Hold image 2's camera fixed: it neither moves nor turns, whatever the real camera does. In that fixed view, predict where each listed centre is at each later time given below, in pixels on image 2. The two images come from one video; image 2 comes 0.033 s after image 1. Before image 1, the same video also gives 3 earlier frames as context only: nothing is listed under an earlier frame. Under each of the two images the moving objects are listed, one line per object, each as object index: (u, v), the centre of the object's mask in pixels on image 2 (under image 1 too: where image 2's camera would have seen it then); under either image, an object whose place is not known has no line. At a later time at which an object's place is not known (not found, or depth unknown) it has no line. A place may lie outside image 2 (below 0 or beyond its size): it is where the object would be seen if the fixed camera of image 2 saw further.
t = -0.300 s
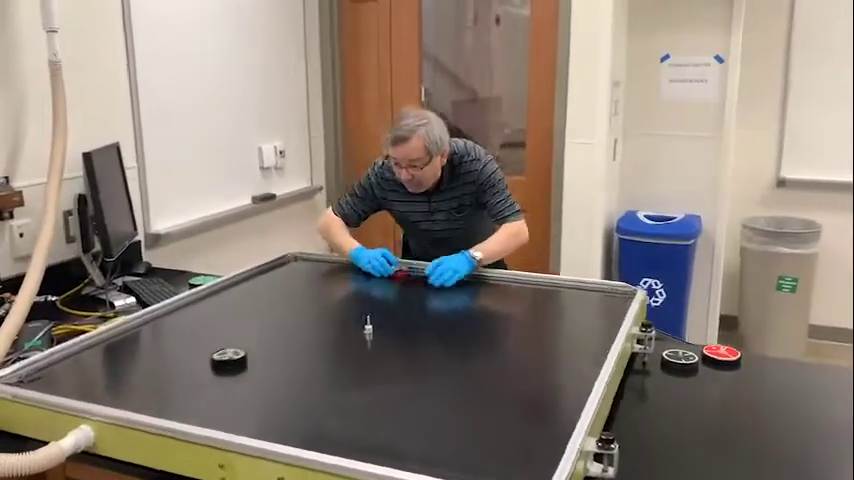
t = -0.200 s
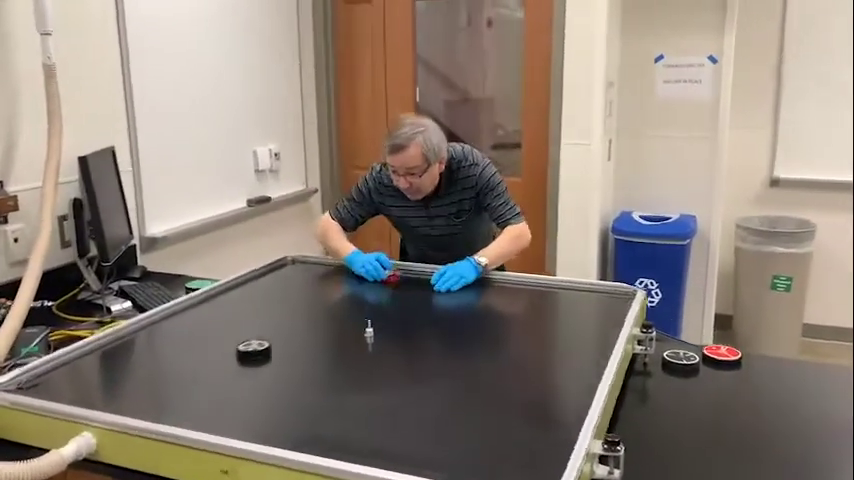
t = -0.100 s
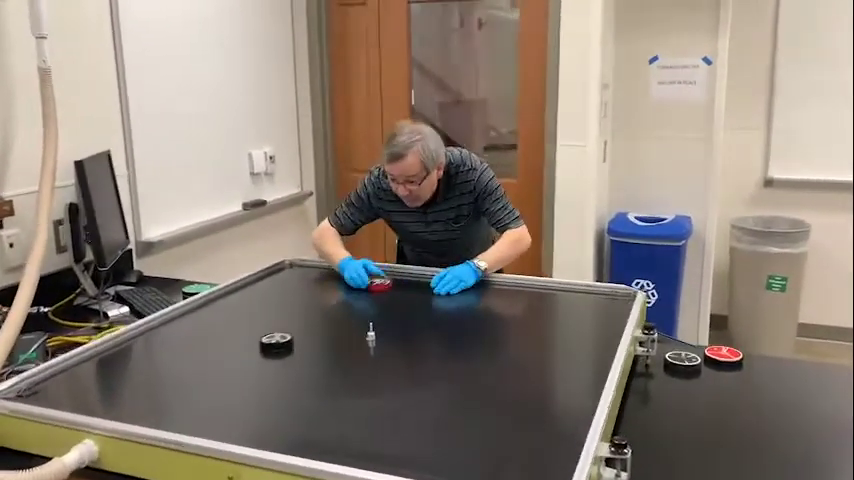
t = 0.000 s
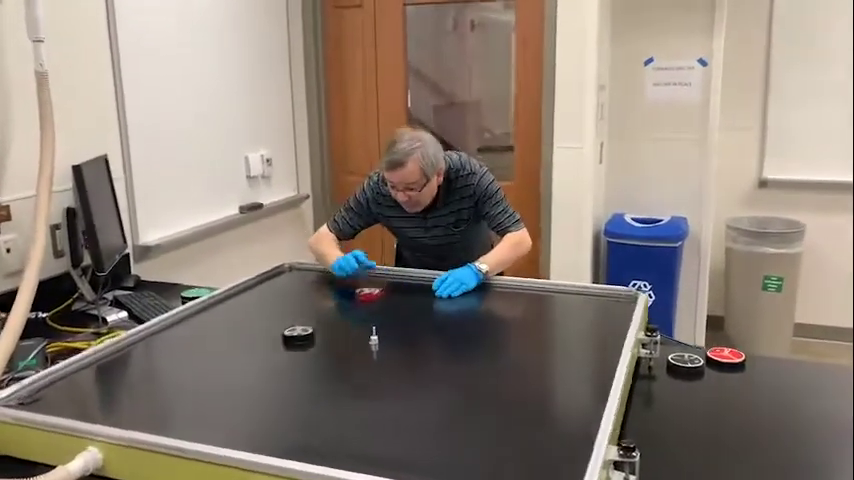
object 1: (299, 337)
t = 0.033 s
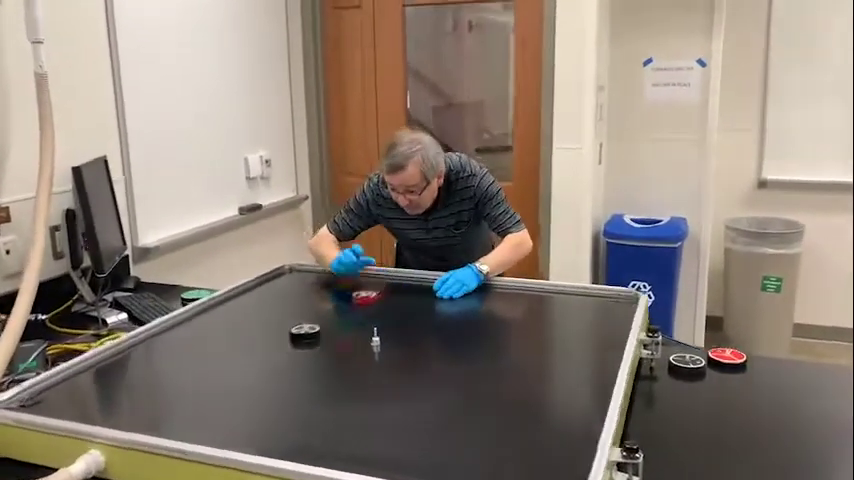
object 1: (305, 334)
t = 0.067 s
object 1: (311, 330)
